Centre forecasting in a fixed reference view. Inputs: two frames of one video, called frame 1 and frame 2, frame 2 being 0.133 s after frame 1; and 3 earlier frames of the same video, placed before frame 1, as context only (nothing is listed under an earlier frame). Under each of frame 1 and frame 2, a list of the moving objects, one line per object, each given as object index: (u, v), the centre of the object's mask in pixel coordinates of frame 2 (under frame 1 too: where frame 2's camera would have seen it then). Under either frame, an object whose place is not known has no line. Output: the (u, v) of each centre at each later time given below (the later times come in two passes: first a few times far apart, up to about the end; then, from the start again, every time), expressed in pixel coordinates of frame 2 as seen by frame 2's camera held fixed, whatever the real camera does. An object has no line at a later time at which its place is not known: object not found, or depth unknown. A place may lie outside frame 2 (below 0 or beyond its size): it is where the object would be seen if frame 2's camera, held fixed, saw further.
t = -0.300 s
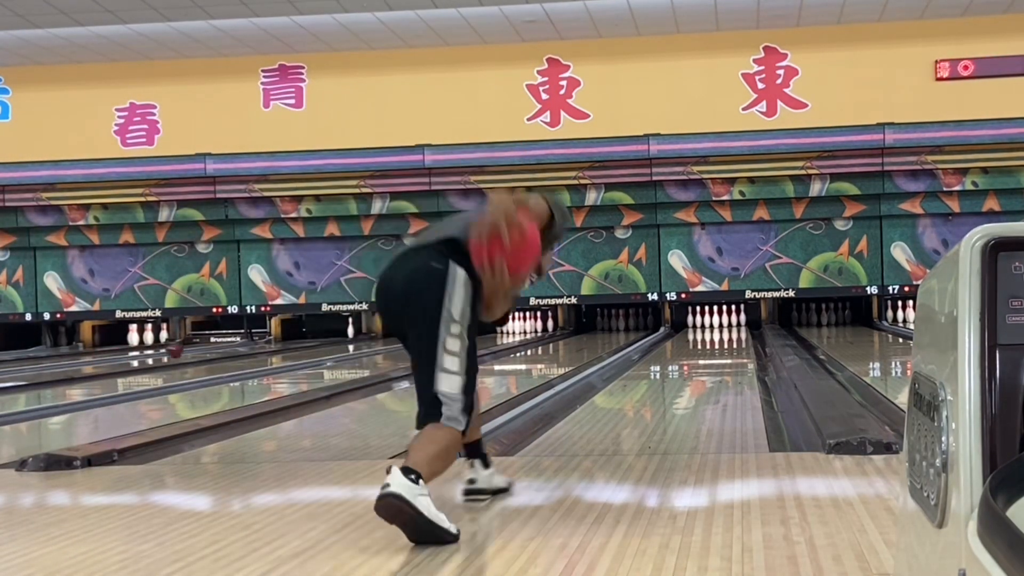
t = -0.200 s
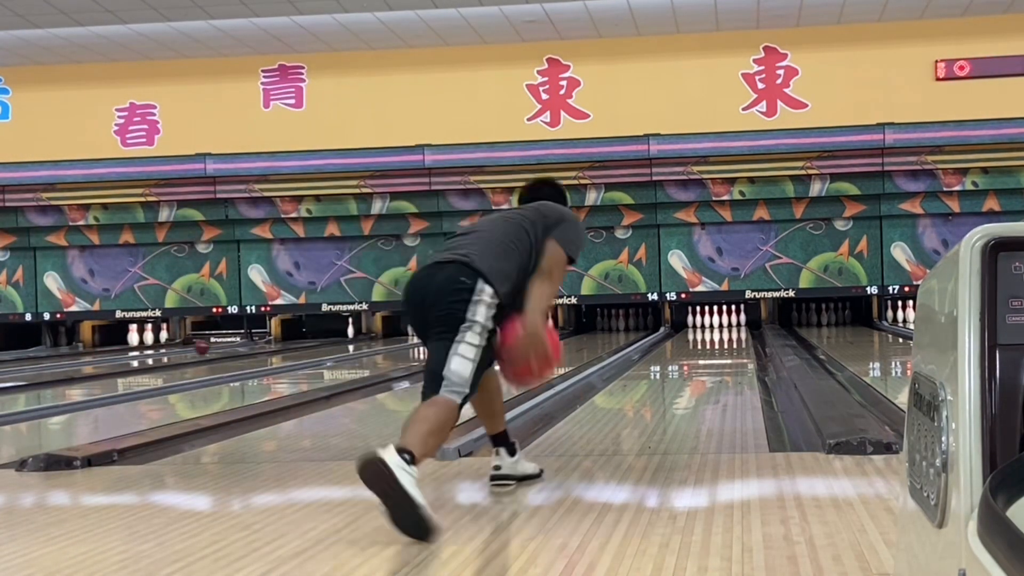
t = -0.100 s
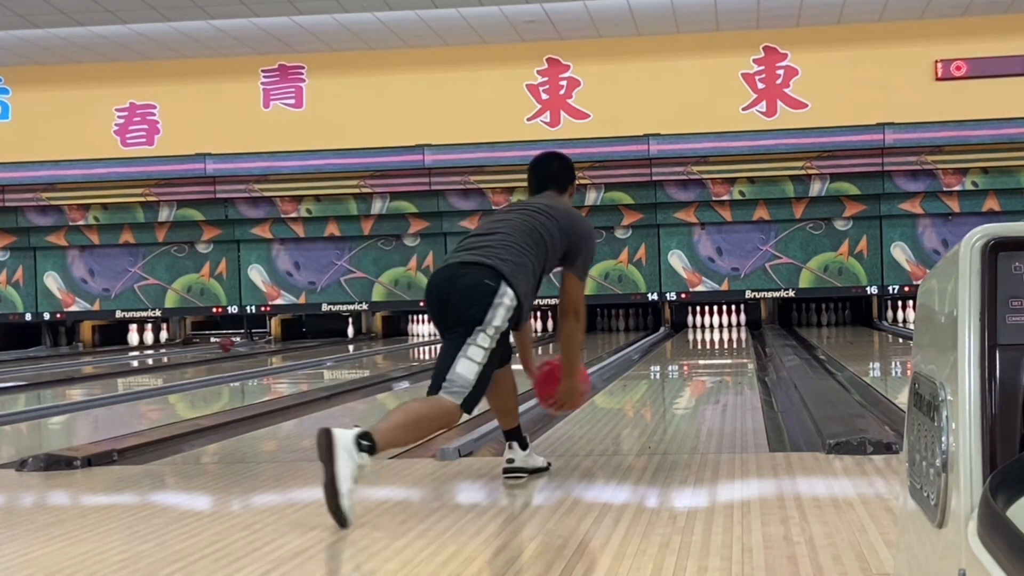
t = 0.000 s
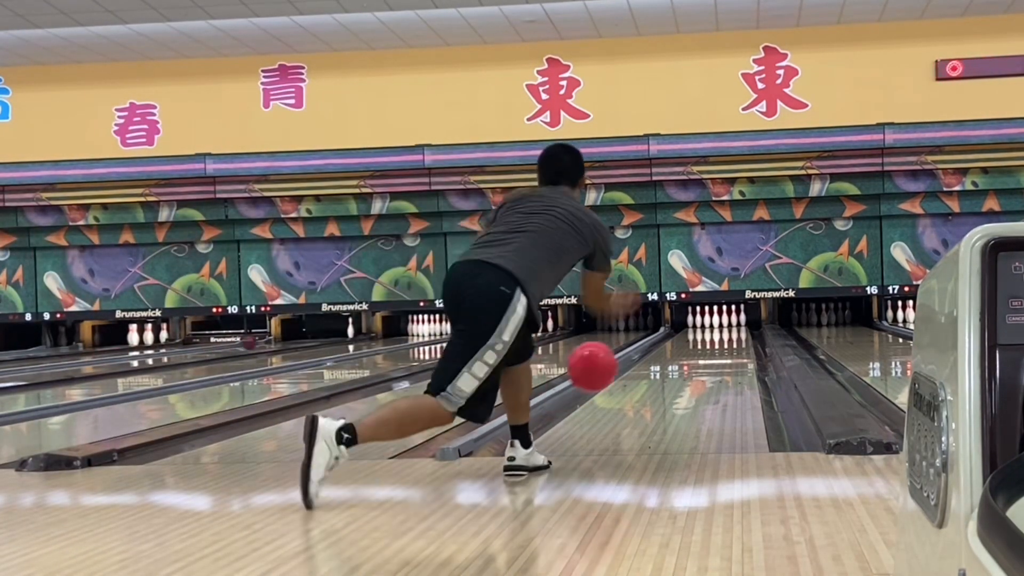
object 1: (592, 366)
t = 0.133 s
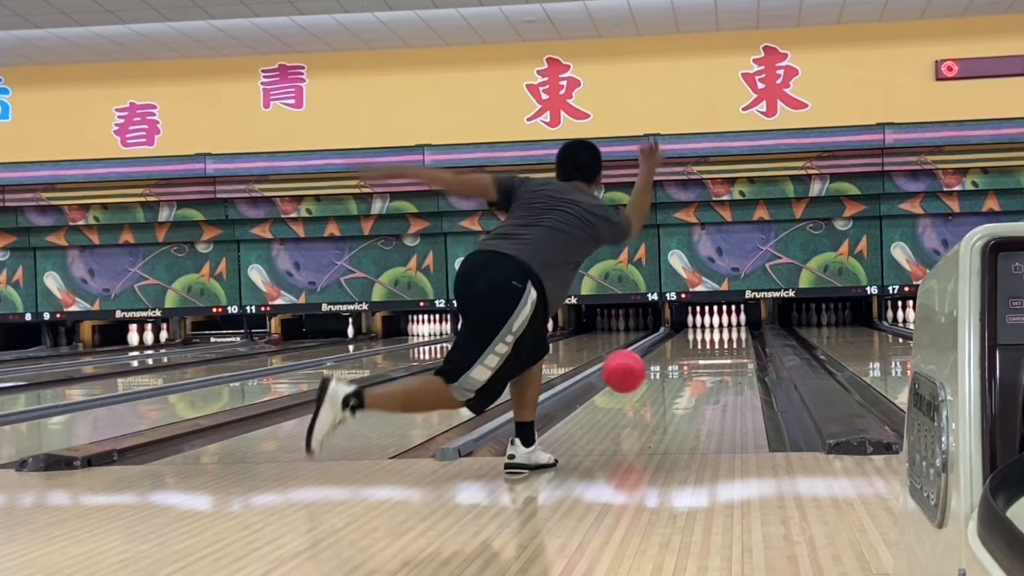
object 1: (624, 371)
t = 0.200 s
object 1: (637, 386)
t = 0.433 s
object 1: (670, 378)
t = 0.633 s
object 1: (689, 365)
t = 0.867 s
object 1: (705, 354)
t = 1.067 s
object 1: (714, 348)
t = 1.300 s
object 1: (721, 341)
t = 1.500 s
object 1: (726, 337)
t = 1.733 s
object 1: (729, 332)
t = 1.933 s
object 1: (729, 329)
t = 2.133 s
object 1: (728, 327)
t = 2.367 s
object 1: (724, 325)
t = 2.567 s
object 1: (719, 322)
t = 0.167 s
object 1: (631, 378)
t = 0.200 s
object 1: (637, 386)
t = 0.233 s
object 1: (643, 395)
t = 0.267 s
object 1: (648, 390)
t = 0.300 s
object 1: (653, 387)
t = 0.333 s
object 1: (658, 385)
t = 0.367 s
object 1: (662, 383)
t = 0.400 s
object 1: (667, 380)
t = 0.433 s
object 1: (670, 378)
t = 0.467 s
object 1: (674, 375)
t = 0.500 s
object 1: (678, 373)
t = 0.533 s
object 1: (681, 372)
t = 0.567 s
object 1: (684, 369)
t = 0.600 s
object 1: (687, 367)
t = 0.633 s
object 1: (689, 365)
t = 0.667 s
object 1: (692, 364)
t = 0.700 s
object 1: (695, 362)
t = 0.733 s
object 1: (697, 360)
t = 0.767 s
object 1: (699, 359)
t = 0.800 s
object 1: (701, 357)
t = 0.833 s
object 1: (703, 356)
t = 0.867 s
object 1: (705, 354)
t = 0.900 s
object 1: (707, 353)
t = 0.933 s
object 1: (708, 352)
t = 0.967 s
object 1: (710, 351)
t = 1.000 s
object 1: (711, 350)
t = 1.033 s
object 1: (713, 348)
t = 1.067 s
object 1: (714, 348)
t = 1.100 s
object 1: (715, 347)
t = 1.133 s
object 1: (717, 346)
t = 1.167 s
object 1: (718, 345)
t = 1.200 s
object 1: (719, 344)
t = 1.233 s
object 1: (720, 343)
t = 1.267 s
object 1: (721, 342)
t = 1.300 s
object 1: (721, 341)
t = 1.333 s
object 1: (723, 340)
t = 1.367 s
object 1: (724, 340)
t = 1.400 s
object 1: (724, 339)
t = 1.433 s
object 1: (725, 338)
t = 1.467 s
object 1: (726, 337)
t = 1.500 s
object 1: (726, 337)
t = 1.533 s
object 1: (727, 336)
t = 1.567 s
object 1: (727, 335)
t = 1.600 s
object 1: (728, 334)
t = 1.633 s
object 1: (728, 334)
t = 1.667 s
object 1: (729, 333)
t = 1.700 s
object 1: (729, 332)
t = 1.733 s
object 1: (729, 332)
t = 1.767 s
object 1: (729, 331)
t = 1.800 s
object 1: (729, 331)
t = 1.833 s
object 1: (730, 330)
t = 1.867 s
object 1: (730, 330)
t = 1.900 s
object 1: (730, 329)
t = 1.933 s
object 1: (729, 329)
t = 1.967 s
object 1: (729, 329)
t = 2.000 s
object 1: (729, 328)
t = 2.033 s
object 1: (729, 328)
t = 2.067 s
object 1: (728, 327)
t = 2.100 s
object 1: (728, 327)
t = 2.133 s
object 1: (728, 327)
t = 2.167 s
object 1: (727, 326)
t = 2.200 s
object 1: (727, 326)
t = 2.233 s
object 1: (726, 326)
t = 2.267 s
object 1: (726, 326)
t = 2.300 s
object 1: (725, 325)
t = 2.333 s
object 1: (725, 325)
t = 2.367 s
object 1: (724, 325)
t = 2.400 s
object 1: (723, 324)
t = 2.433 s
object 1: (722, 324)
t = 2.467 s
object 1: (722, 323)
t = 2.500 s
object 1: (720, 323)
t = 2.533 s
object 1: (719, 323)
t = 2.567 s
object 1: (719, 322)
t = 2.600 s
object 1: (719, 322)
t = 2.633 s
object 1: (718, 322)
